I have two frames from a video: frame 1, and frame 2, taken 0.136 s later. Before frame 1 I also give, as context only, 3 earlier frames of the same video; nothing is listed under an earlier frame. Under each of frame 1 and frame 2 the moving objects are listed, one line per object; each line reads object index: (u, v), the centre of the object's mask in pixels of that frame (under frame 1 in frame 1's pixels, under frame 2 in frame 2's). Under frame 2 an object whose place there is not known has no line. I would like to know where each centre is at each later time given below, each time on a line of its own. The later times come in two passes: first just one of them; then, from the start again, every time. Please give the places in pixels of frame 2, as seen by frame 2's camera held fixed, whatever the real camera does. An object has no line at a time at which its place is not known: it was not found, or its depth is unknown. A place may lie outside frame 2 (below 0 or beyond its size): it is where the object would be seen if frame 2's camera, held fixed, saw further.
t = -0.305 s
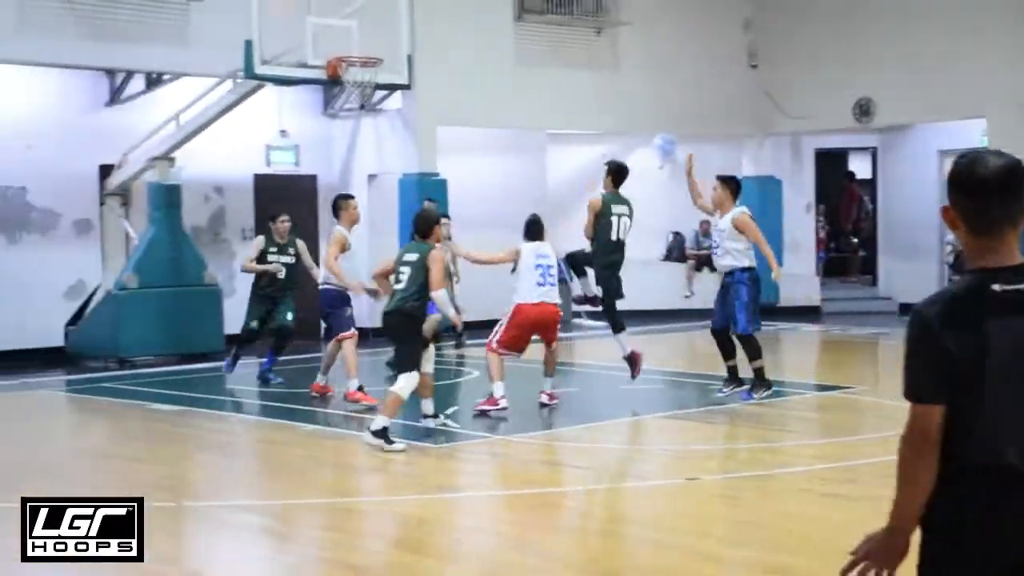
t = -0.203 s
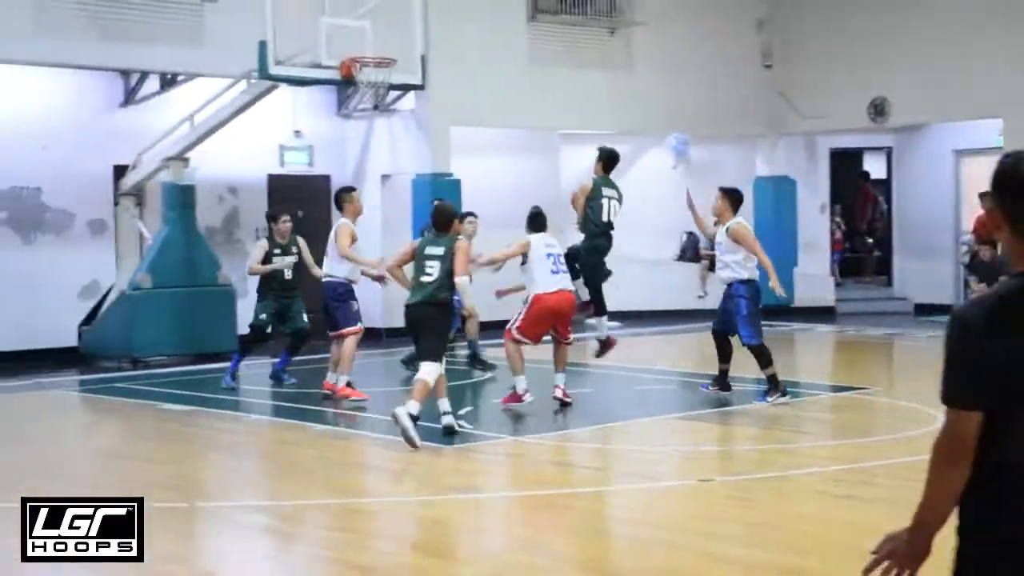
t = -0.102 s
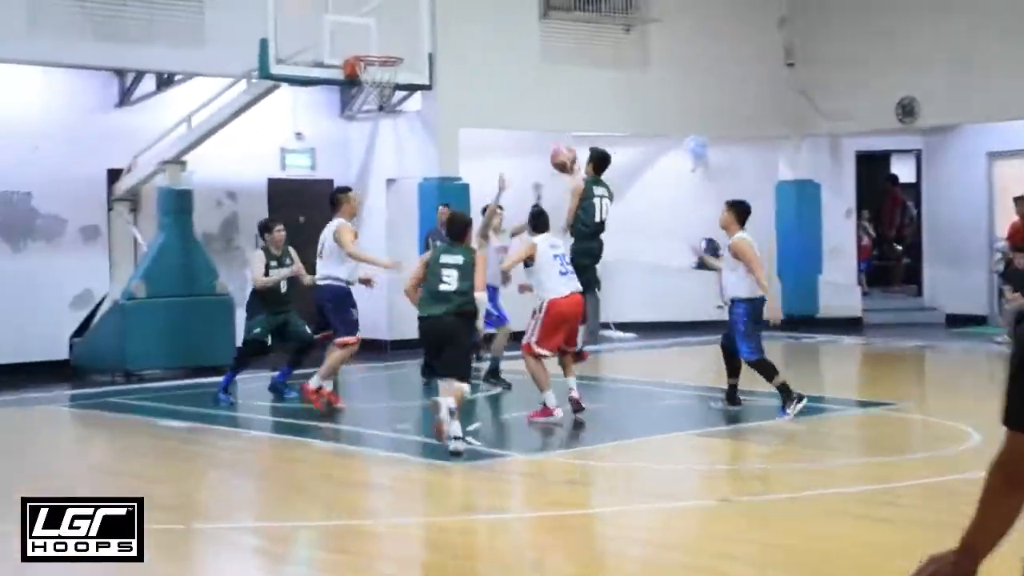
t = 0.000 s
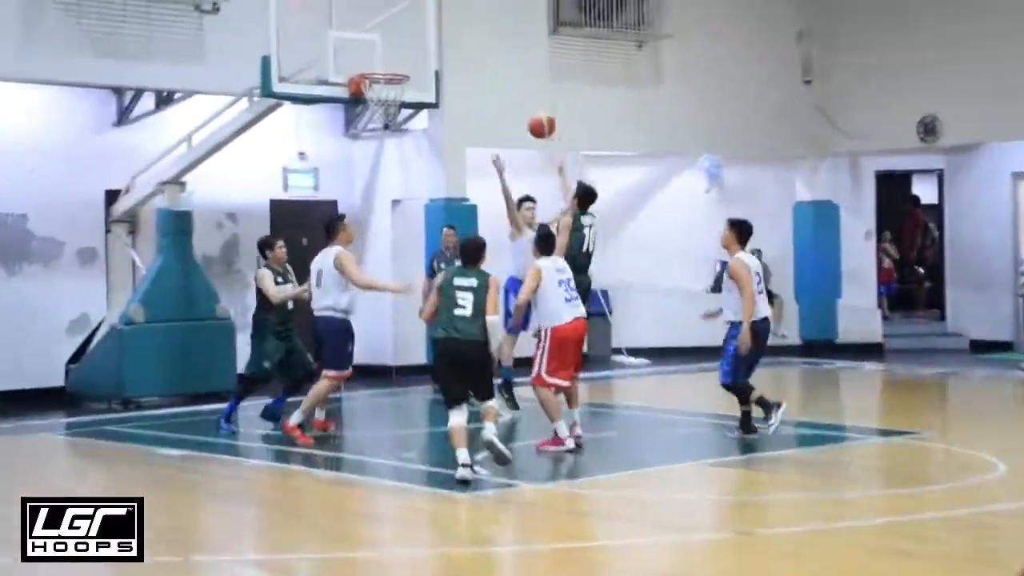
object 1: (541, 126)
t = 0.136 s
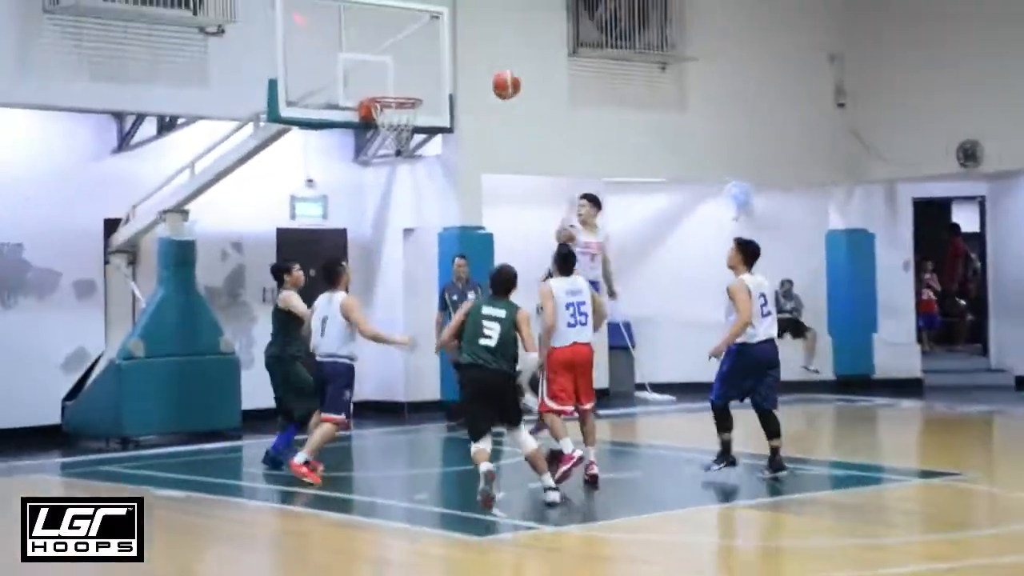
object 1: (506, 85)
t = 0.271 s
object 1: (465, 58)
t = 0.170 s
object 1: (496, 76)
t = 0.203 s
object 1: (485, 69)
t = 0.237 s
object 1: (475, 63)
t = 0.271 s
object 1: (465, 58)
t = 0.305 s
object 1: (455, 55)
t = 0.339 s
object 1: (445, 54)
